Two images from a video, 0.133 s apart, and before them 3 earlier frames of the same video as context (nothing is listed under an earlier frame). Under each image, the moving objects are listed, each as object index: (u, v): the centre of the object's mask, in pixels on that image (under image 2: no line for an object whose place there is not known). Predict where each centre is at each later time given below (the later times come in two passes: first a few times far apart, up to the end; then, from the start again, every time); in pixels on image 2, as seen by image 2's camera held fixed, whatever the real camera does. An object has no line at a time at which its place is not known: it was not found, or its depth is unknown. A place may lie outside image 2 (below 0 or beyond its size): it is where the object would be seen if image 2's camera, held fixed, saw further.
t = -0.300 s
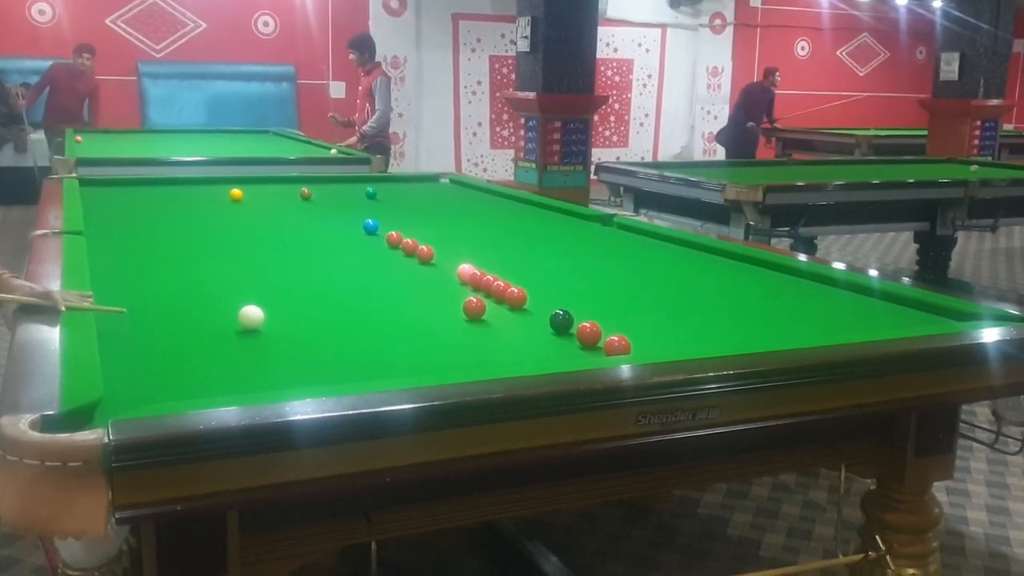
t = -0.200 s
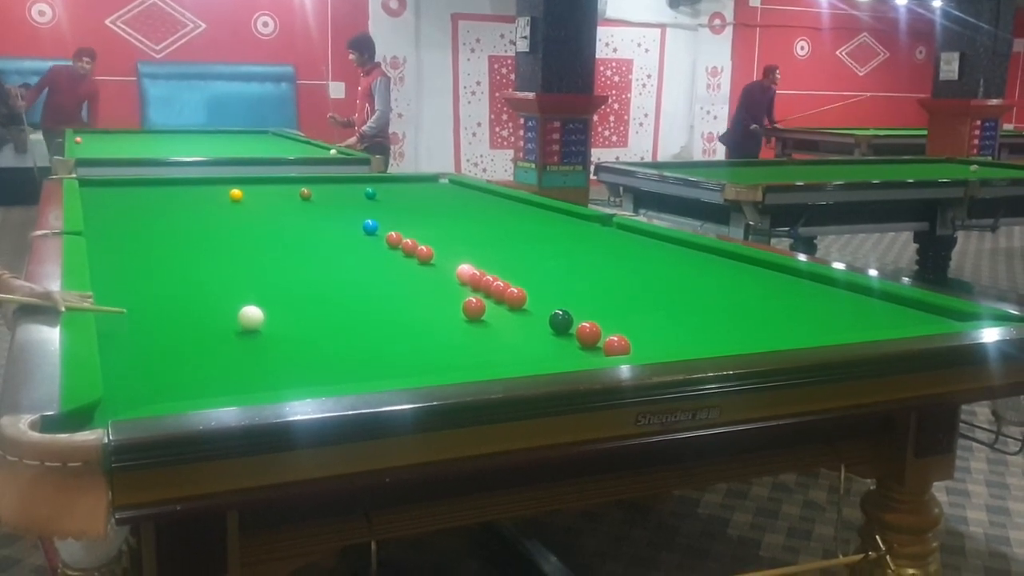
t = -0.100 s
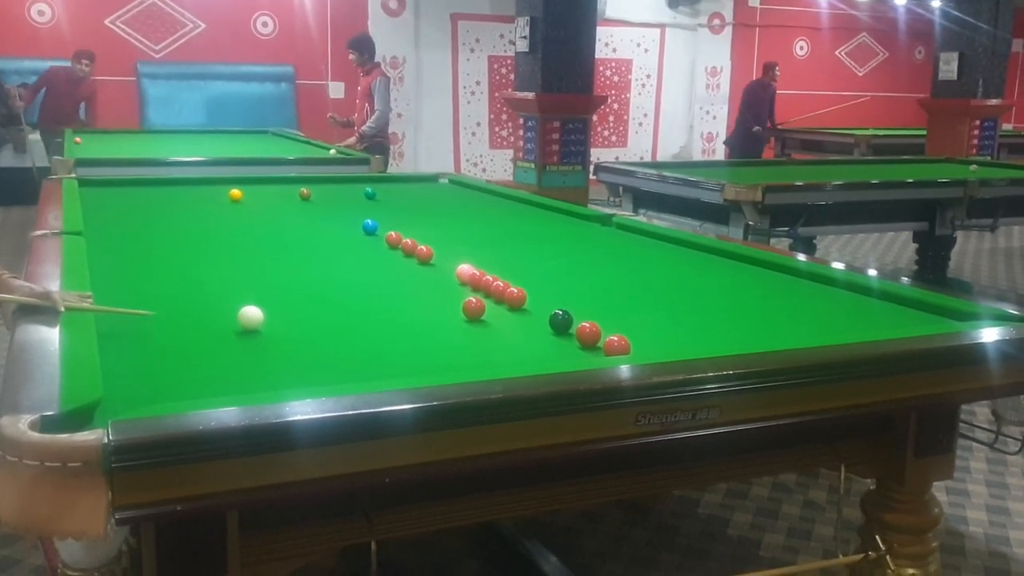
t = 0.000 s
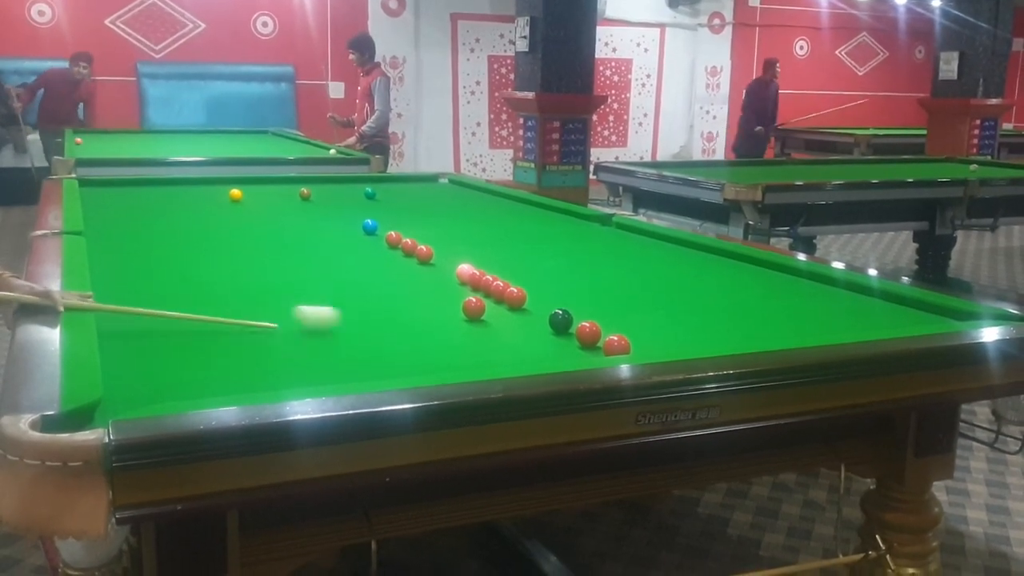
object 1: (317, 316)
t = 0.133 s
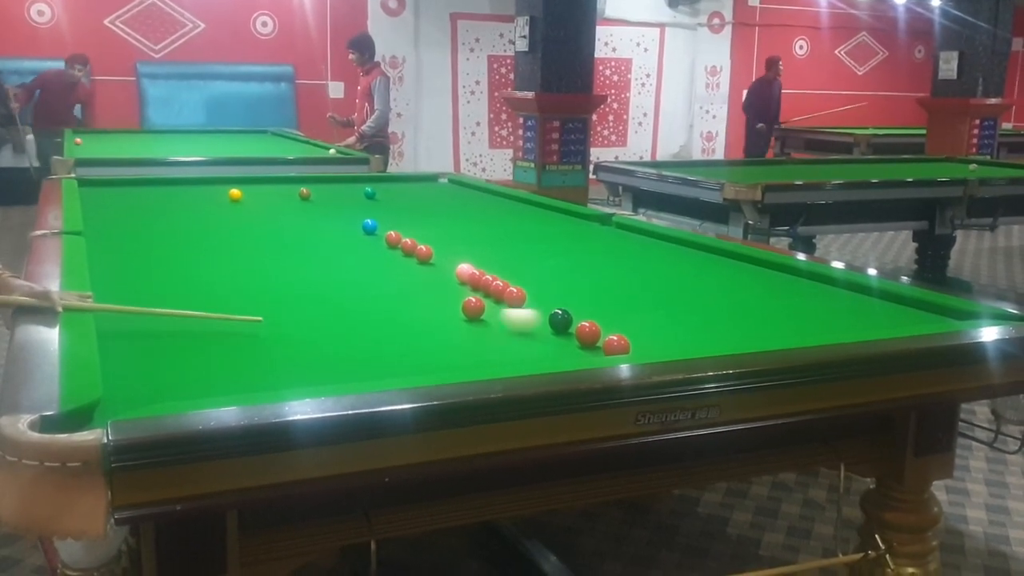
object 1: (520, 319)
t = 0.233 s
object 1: (533, 322)
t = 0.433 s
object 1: (509, 323)
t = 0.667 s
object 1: (482, 325)
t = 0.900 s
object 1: (459, 326)
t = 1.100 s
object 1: (441, 327)
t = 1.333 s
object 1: (424, 328)
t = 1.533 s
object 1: (411, 329)
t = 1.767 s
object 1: (400, 330)
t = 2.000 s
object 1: (392, 330)
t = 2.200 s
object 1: (389, 330)
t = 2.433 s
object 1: (388, 330)
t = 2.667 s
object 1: (387, 331)
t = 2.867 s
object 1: (387, 331)
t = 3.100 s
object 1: (388, 331)
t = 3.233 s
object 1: (387, 331)
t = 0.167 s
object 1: (536, 321)
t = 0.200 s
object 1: (535, 321)
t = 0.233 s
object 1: (533, 322)
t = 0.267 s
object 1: (529, 322)
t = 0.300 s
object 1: (525, 322)
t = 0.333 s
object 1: (520, 322)
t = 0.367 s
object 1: (516, 323)
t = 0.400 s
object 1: (512, 323)
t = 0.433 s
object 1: (509, 323)
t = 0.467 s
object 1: (504, 323)
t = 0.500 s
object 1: (500, 324)
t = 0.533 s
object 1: (496, 324)
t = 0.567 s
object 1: (493, 324)
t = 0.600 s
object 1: (489, 324)
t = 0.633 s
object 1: (486, 325)
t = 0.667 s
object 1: (482, 325)
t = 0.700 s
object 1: (478, 325)
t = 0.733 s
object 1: (475, 325)
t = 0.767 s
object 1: (471, 326)
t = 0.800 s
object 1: (468, 325)
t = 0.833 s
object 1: (465, 325)
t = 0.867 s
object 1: (462, 326)
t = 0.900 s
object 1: (459, 326)
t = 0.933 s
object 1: (455, 327)
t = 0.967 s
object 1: (452, 326)
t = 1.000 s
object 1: (449, 327)
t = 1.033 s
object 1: (447, 327)
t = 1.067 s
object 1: (444, 327)
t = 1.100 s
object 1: (441, 327)
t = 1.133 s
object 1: (439, 327)
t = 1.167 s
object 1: (436, 328)
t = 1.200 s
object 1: (433, 328)
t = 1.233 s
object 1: (431, 328)
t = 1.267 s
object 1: (428, 328)
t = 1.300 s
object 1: (426, 328)
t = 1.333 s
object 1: (424, 328)
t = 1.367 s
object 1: (422, 328)
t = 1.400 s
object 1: (420, 328)
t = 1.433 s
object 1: (418, 329)
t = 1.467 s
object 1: (416, 329)
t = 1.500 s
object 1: (413, 329)
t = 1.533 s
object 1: (411, 329)
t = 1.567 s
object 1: (410, 329)
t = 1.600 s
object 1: (408, 329)
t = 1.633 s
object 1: (406, 330)
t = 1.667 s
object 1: (405, 330)
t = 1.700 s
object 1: (403, 330)
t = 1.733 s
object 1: (401, 330)
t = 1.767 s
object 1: (400, 330)
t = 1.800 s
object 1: (399, 330)
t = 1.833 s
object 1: (397, 330)
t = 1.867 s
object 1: (396, 330)
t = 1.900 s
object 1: (395, 330)
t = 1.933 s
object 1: (394, 330)
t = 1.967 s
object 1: (393, 330)
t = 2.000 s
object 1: (392, 330)
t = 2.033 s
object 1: (392, 330)
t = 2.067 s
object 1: (391, 330)
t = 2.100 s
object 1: (390, 331)
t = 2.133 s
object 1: (390, 331)
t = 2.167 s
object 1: (389, 331)
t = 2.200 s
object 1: (389, 330)
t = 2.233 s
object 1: (388, 331)
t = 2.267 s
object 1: (388, 331)
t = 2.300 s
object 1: (388, 330)
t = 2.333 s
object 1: (388, 330)
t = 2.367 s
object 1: (388, 330)
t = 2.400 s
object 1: (388, 330)
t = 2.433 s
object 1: (388, 330)
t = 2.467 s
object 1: (388, 330)
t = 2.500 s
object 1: (388, 330)
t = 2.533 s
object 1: (388, 331)
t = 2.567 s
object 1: (387, 331)
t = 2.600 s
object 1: (387, 331)
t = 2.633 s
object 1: (387, 331)
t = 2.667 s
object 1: (387, 331)
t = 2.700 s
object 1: (387, 331)
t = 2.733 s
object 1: (387, 331)
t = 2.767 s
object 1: (387, 331)
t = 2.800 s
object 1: (387, 331)
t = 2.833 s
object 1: (387, 331)
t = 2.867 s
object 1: (387, 331)
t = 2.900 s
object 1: (387, 331)
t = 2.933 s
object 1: (387, 331)
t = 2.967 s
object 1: (387, 331)
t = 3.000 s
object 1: (387, 331)
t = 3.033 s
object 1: (387, 331)
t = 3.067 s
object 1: (388, 331)
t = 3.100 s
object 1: (388, 331)
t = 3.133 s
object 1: (388, 331)
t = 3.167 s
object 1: (387, 331)
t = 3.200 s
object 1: (388, 331)
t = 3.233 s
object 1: (387, 331)
